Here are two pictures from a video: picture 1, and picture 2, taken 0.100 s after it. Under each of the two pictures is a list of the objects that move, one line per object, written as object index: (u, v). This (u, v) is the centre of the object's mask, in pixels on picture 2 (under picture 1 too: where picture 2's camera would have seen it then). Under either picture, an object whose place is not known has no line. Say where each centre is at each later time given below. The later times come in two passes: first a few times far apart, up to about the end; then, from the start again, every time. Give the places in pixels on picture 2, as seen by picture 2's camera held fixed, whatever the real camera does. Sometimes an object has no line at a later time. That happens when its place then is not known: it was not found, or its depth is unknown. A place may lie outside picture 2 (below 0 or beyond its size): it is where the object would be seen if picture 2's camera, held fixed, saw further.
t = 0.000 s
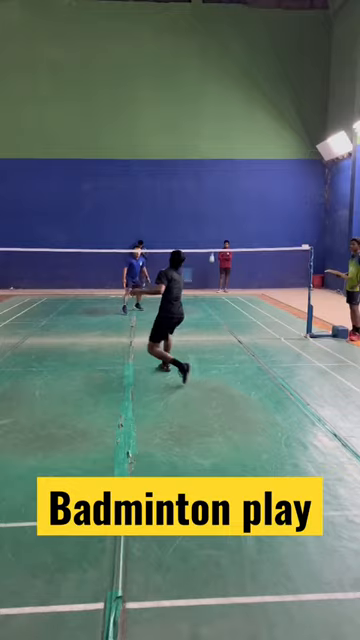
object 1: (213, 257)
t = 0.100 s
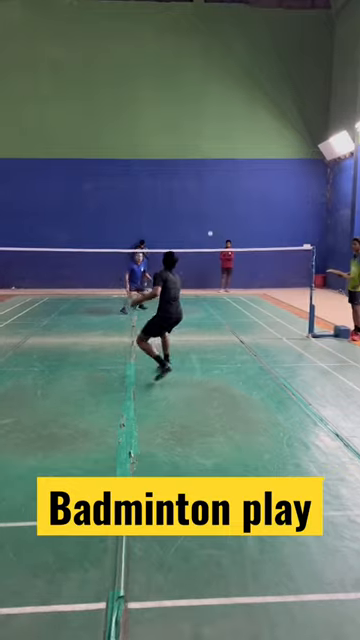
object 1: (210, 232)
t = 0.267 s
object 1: (208, 221)
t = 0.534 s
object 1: (206, 232)
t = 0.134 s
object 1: (209, 227)
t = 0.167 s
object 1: (209, 225)
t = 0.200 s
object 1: (208, 224)
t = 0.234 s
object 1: (208, 221)
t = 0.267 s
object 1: (208, 221)
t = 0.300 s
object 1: (207, 221)
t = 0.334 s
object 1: (207, 221)
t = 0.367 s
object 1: (206, 223)
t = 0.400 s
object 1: (206, 223)
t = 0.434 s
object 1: (206, 225)
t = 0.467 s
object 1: (206, 227)
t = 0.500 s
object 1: (206, 228)
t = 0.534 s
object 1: (206, 232)
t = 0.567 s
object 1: (206, 235)
